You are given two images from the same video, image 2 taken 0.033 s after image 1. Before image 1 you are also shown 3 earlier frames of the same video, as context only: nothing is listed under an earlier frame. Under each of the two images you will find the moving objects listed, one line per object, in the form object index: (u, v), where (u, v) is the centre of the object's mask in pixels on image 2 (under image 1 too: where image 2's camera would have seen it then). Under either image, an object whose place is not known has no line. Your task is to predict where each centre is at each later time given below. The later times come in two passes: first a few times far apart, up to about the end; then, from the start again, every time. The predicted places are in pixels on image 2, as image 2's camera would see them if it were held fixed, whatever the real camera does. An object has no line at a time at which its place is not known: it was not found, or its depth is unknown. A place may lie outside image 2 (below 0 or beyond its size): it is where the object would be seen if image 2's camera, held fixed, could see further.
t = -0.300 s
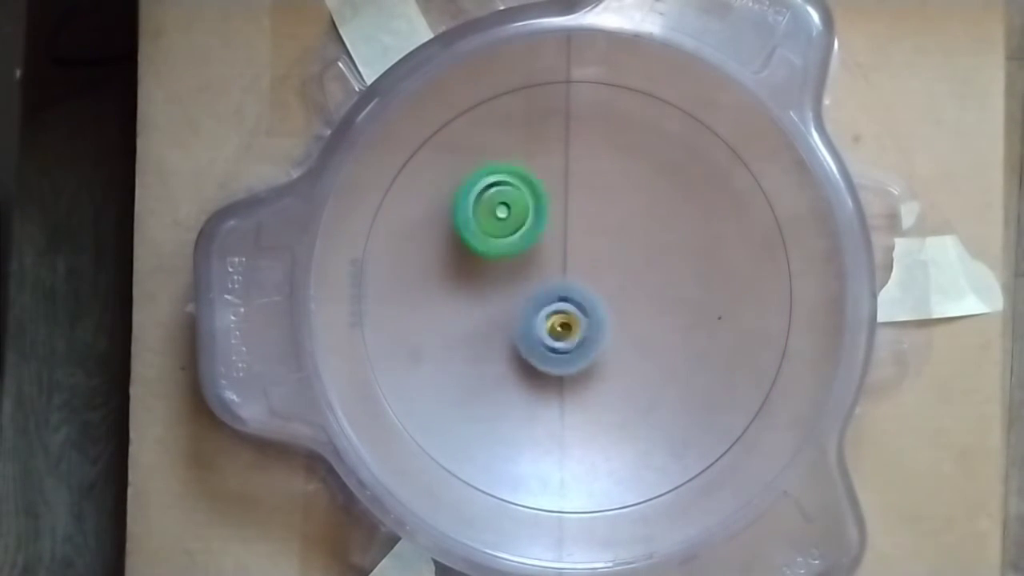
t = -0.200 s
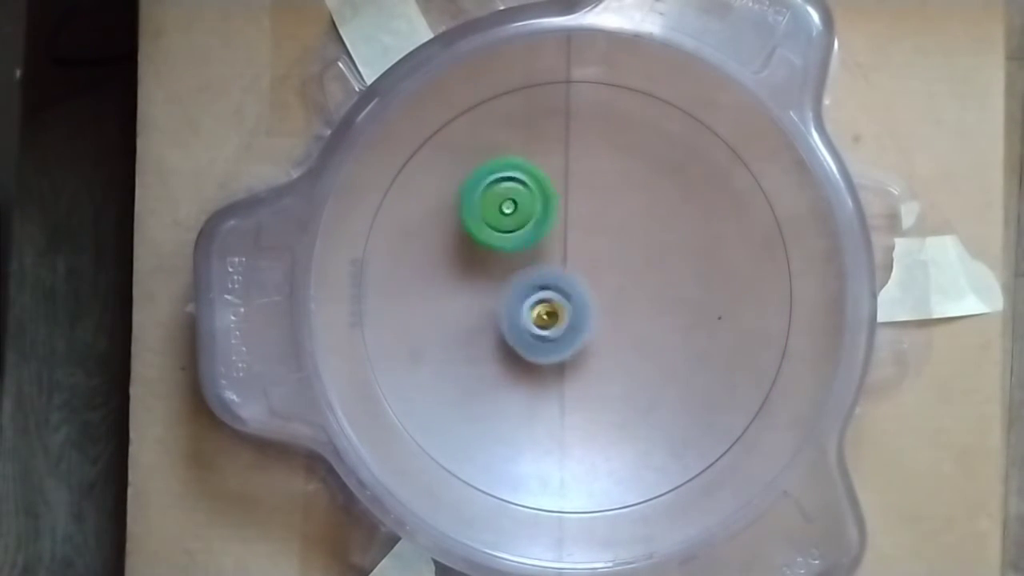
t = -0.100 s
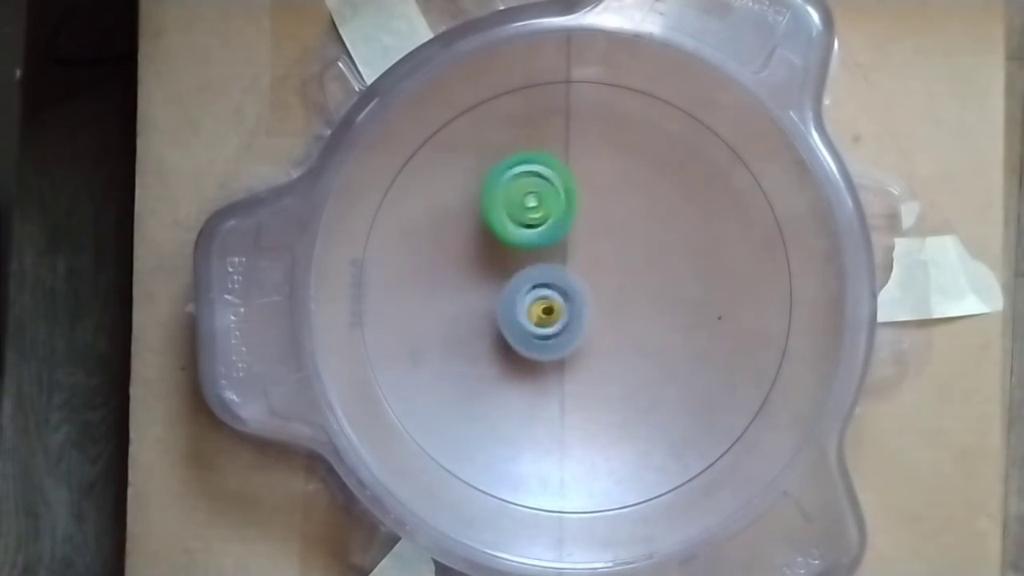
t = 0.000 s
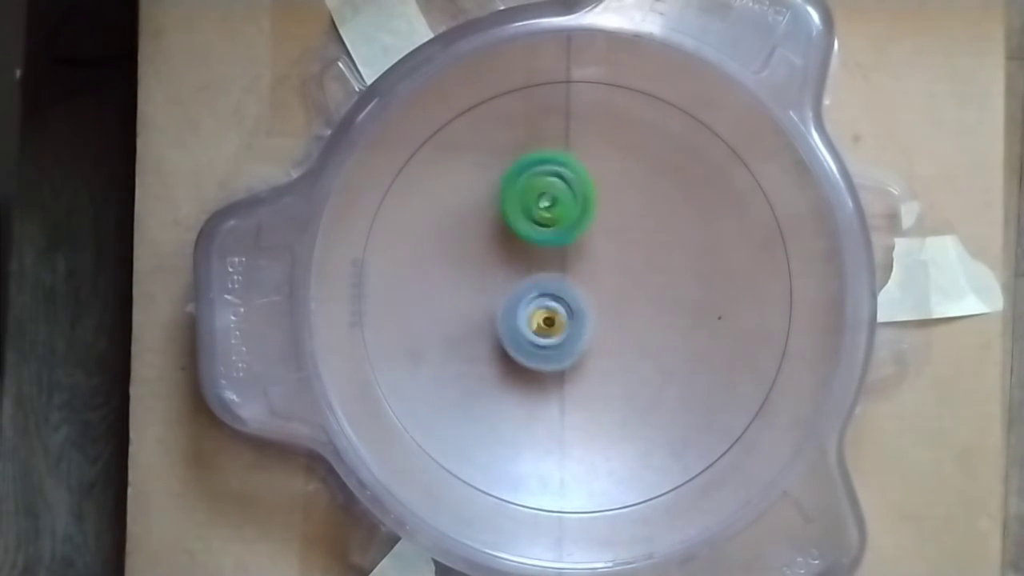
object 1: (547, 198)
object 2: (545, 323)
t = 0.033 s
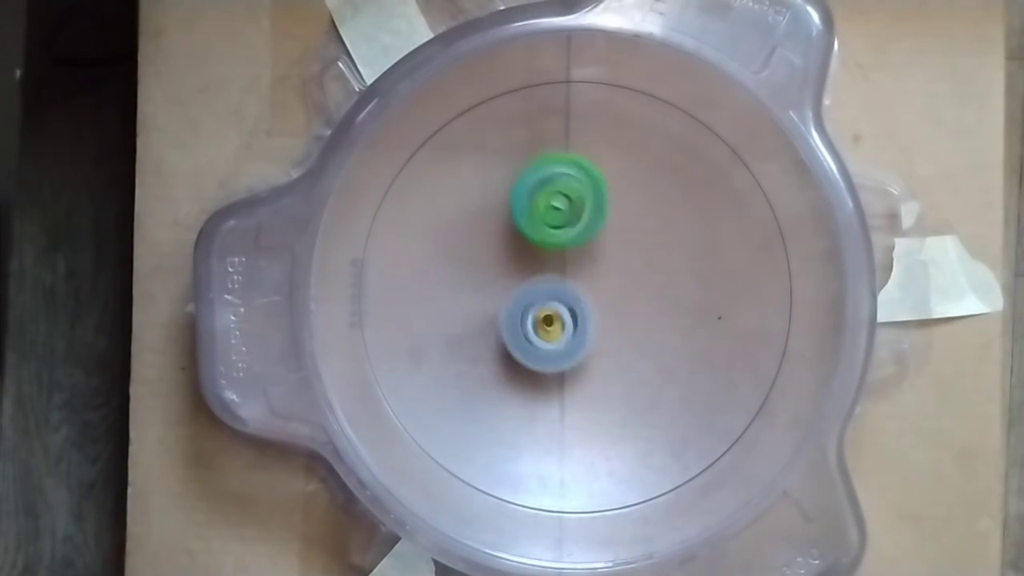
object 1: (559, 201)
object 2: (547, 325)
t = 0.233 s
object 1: (614, 245)
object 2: (566, 352)
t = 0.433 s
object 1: (647, 281)
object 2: (570, 360)
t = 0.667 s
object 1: (655, 314)
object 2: (527, 365)
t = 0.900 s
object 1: (633, 292)
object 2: (527, 330)
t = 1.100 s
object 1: (620, 255)
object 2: (541, 310)
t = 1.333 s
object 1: (622, 263)
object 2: (534, 300)
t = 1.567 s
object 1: (616, 326)
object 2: (543, 291)
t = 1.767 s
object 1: (608, 356)
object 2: (579, 264)
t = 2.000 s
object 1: (612, 350)
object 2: (618, 264)
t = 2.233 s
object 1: (617, 346)
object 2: (607, 262)
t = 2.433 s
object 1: (616, 345)
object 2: (595, 263)
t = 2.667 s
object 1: (616, 346)
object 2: (576, 270)
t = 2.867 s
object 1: (614, 348)
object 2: (566, 281)
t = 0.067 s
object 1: (569, 210)
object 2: (549, 326)
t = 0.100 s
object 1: (574, 217)
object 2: (552, 328)
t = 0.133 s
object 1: (580, 223)
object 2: (555, 330)
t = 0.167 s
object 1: (591, 233)
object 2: (563, 331)
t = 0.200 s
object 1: (602, 246)
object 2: (566, 332)
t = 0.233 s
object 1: (614, 245)
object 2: (566, 352)
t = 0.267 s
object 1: (629, 248)
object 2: (570, 363)
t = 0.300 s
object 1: (638, 257)
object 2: (573, 366)
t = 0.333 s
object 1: (642, 266)
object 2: (574, 367)
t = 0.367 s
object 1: (643, 269)
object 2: (573, 364)
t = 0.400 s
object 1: (645, 275)
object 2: (571, 362)
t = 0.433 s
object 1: (647, 281)
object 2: (570, 360)
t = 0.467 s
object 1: (647, 293)
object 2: (569, 359)
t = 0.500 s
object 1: (643, 305)
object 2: (570, 358)
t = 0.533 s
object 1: (646, 307)
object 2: (564, 361)
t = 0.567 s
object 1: (660, 307)
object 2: (553, 367)
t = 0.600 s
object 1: (665, 313)
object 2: (542, 365)
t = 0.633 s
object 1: (663, 318)
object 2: (531, 365)
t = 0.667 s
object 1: (655, 314)
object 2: (527, 365)
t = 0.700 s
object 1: (656, 306)
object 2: (525, 362)
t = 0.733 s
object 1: (657, 302)
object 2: (522, 359)
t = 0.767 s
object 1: (661, 299)
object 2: (523, 355)
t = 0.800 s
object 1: (661, 301)
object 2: (524, 348)
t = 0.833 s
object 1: (656, 302)
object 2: (527, 343)
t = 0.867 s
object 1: (646, 300)
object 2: (526, 333)
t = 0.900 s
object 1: (633, 292)
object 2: (527, 330)
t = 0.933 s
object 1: (625, 280)
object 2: (529, 330)
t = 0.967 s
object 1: (623, 268)
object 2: (533, 328)
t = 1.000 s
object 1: (625, 264)
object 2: (538, 325)
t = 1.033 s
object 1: (622, 259)
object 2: (539, 321)
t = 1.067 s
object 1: (622, 258)
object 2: (540, 315)
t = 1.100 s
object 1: (620, 255)
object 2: (541, 310)
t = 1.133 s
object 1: (621, 254)
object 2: (539, 306)
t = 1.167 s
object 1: (619, 256)
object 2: (537, 304)
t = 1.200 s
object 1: (616, 254)
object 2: (535, 302)
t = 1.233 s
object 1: (618, 258)
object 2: (533, 301)
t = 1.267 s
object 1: (618, 258)
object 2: (533, 301)
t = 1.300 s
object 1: (619, 259)
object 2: (533, 303)
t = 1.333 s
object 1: (622, 263)
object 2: (534, 300)
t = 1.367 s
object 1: (622, 269)
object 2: (537, 298)
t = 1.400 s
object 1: (623, 275)
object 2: (537, 297)
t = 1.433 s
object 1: (623, 283)
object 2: (539, 298)
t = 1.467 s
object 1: (622, 294)
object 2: (540, 300)
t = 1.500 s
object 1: (618, 307)
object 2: (542, 300)
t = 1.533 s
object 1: (615, 318)
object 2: (543, 298)
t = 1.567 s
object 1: (616, 326)
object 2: (543, 291)
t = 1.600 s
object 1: (617, 332)
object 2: (546, 287)
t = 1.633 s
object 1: (615, 338)
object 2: (552, 282)
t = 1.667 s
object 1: (612, 343)
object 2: (556, 276)
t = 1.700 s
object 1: (610, 348)
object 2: (563, 272)
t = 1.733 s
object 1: (609, 353)
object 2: (571, 268)
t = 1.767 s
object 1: (608, 356)
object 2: (579, 264)
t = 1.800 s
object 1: (607, 358)
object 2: (588, 260)
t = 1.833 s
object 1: (607, 359)
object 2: (595, 260)
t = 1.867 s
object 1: (607, 360)
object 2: (601, 260)
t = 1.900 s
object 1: (607, 358)
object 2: (608, 260)
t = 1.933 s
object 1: (608, 356)
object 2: (613, 261)
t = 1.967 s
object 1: (610, 352)
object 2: (617, 264)
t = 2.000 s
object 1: (612, 350)
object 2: (618, 264)
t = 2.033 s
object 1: (613, 350)
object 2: (618, 264)
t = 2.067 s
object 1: (614, 349)
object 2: (617, 264)
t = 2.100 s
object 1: (615, 347)
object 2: (616, 264)
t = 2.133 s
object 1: (616, 347)
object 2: (614, 263)
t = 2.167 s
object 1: (616, 346)
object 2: (611, 263)
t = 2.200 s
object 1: (617, 346)
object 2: (610, 263)
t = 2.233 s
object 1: (617, 346)
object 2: (607, 262)
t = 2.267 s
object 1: (617, 346)
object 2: (605, 262)
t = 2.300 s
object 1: (617, 346)
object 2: (602, 262)
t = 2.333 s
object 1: (617, 346)
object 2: (600, 263)
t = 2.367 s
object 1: (617, 346)
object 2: (598, 263)
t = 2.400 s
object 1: (616, 345)
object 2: (597, 263)
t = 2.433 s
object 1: (616, 345)
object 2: (595, 263)
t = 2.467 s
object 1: (617, 345)
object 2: (593, 264)
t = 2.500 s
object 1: (617, 345)
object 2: (591, 264)
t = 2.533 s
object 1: (617, 345)
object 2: (588, 265)
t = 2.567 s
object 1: (617, 345)
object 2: (585, 266)
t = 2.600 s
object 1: (617, 345)
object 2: (581, 267)
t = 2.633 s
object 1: (616, 345)
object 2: (577, 268)
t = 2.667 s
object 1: (616, 346)
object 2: (576, 270)
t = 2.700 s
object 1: (615, 346)
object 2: (574, 272)
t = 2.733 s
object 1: (615, 347)
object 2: (573, 273)
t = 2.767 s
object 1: (615, 347)
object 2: (572, 275)
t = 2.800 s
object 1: (615, 347)
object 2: (570, 276)
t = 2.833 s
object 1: (614, 348)
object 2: (568, 278)
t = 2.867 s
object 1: (614, 348)
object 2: (566, 281)
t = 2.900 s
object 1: (613, 349)
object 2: (565, 283)
